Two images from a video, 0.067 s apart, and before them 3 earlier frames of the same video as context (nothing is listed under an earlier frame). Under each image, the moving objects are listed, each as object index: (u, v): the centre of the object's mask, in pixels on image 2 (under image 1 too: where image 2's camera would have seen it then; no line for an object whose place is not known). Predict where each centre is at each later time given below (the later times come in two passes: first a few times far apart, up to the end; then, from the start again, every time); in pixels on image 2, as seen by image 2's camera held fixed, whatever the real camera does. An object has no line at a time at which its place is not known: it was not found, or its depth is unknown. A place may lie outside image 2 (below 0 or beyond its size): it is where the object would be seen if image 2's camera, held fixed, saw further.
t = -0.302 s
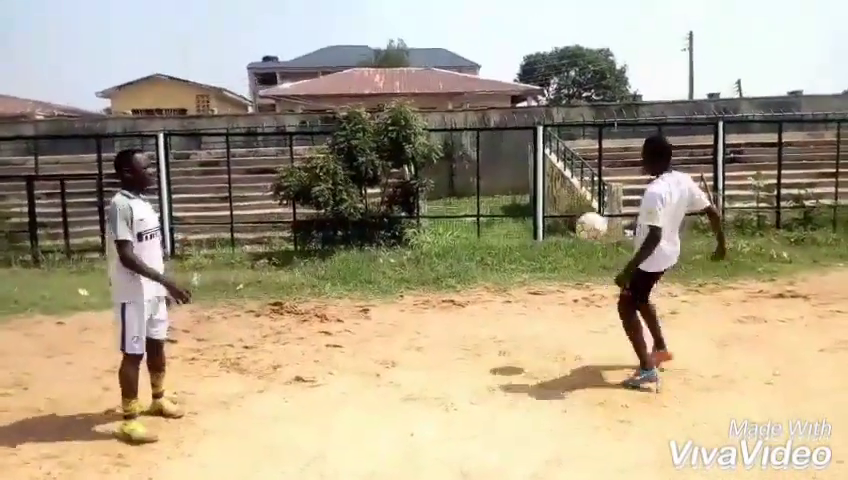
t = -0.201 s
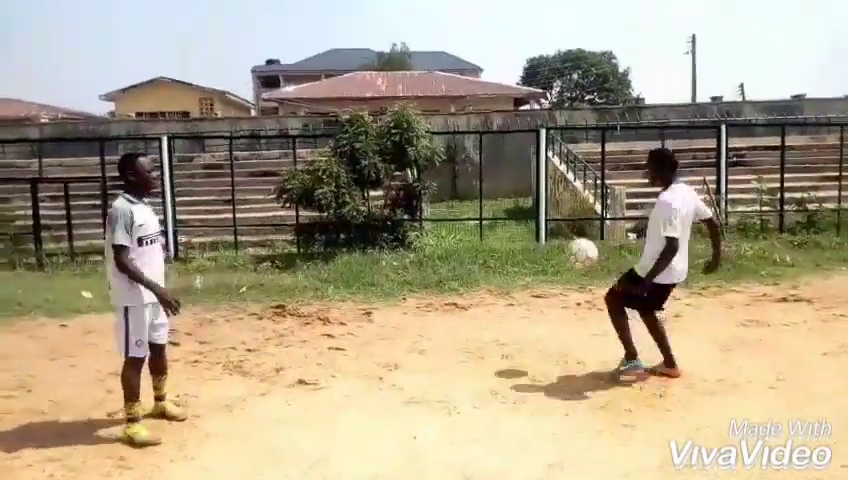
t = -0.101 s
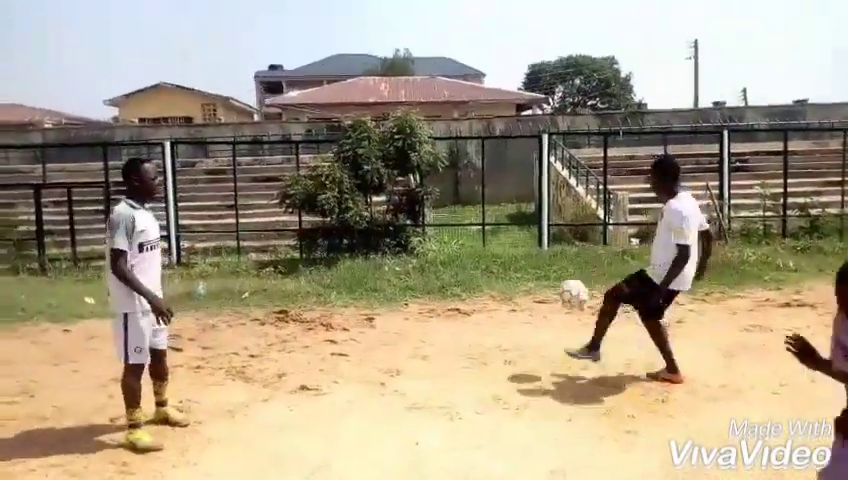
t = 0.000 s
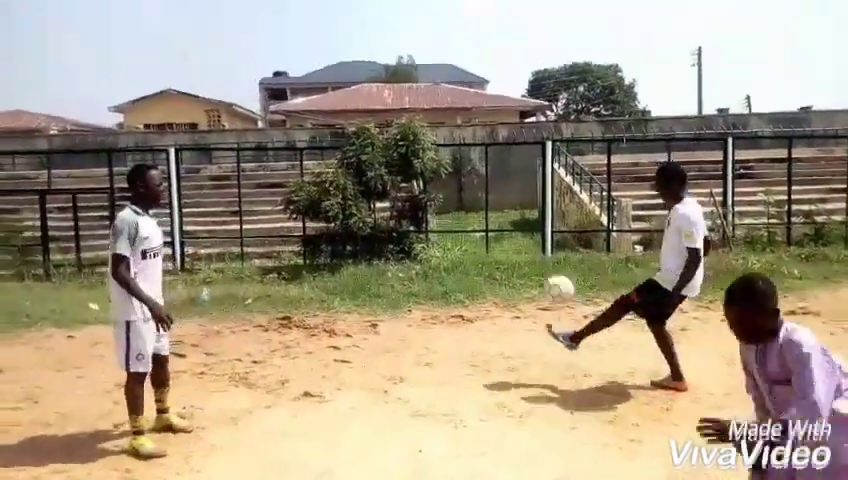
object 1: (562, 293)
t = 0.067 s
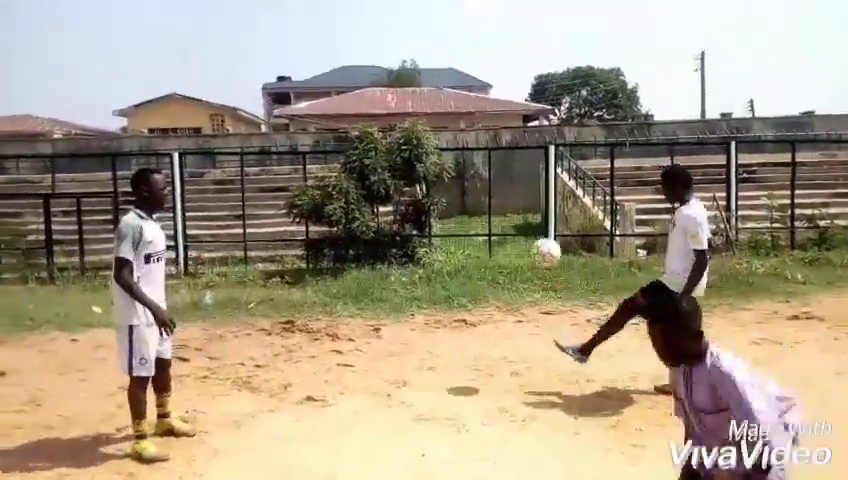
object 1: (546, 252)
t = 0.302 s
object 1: (489, 154)
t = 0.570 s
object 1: (430, 129)
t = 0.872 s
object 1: (368, 219)
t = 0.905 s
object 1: (361, 236)
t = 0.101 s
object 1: (537, 234)
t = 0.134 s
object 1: (529, 217)
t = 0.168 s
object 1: (522, 201)
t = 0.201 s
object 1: (514, 187)
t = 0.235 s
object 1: (506, 174)
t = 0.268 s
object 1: (498, 163)
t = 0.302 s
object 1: (489, 154)
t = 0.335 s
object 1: (483, 145)
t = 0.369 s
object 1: (475, 139)
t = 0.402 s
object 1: (467, 132)
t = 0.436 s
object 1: (458, 130)
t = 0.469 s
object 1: (452, 127)
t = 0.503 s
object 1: (444, 128)
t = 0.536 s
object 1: (438, 125)
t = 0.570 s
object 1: (430, 129)
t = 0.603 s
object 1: (423, 133)
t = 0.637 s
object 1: (415, 140)
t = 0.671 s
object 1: (408, 147)
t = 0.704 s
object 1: (401, 155)
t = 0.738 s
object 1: (394, 165)
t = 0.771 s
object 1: (387, 177)
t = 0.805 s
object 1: (380, 189)
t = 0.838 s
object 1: (374, 204)
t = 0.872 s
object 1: (368, 219)
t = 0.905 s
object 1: (361, 236)
